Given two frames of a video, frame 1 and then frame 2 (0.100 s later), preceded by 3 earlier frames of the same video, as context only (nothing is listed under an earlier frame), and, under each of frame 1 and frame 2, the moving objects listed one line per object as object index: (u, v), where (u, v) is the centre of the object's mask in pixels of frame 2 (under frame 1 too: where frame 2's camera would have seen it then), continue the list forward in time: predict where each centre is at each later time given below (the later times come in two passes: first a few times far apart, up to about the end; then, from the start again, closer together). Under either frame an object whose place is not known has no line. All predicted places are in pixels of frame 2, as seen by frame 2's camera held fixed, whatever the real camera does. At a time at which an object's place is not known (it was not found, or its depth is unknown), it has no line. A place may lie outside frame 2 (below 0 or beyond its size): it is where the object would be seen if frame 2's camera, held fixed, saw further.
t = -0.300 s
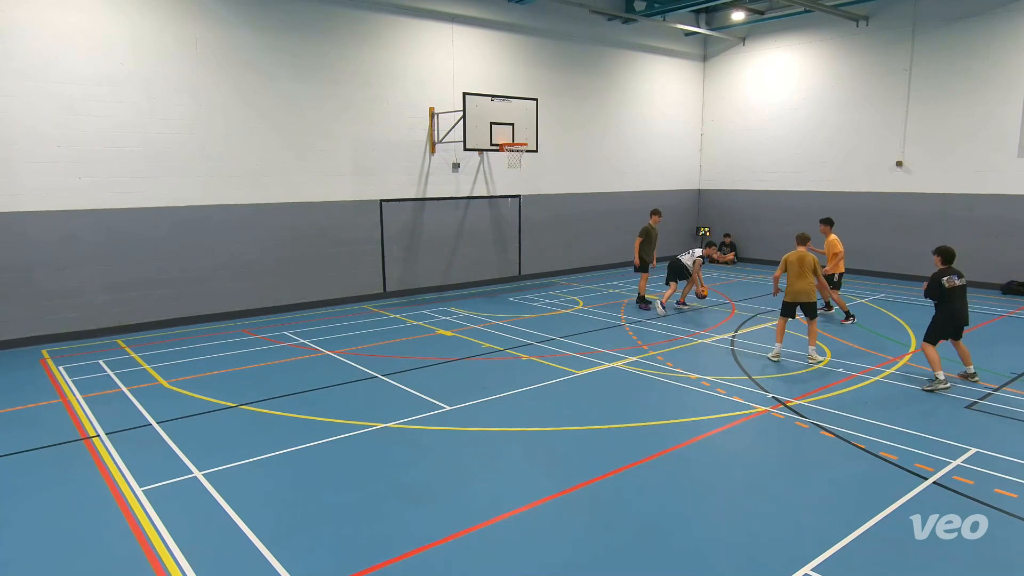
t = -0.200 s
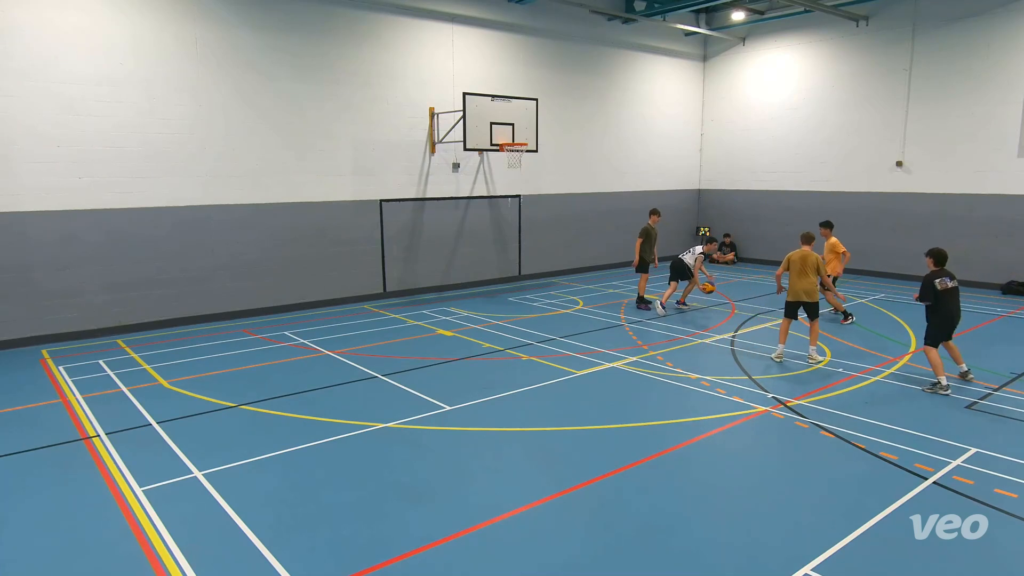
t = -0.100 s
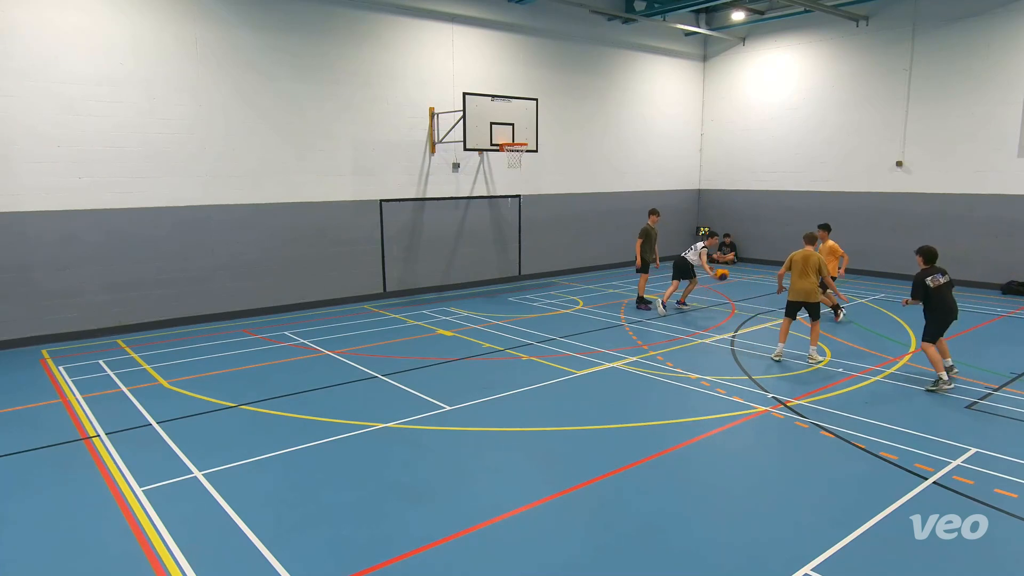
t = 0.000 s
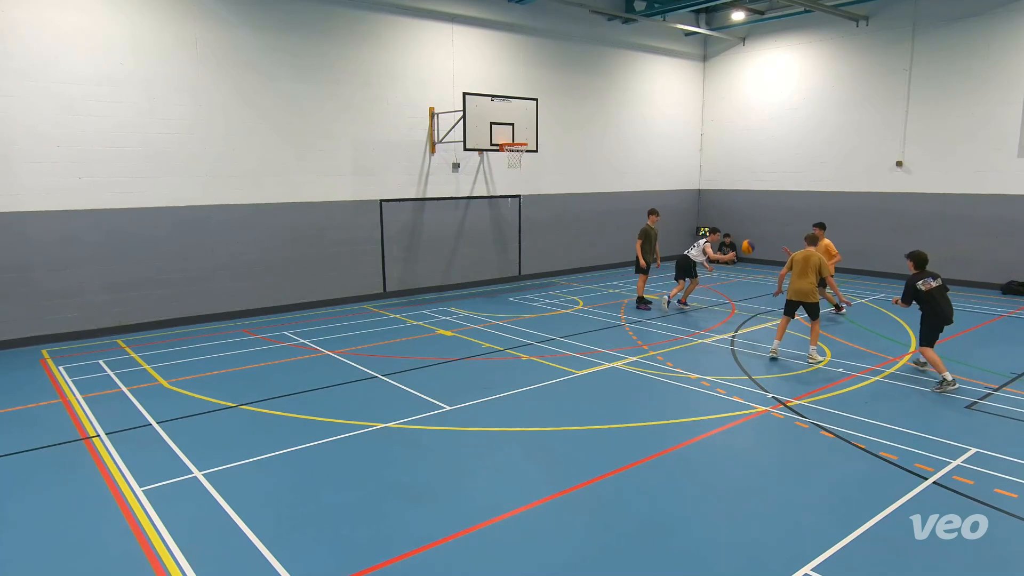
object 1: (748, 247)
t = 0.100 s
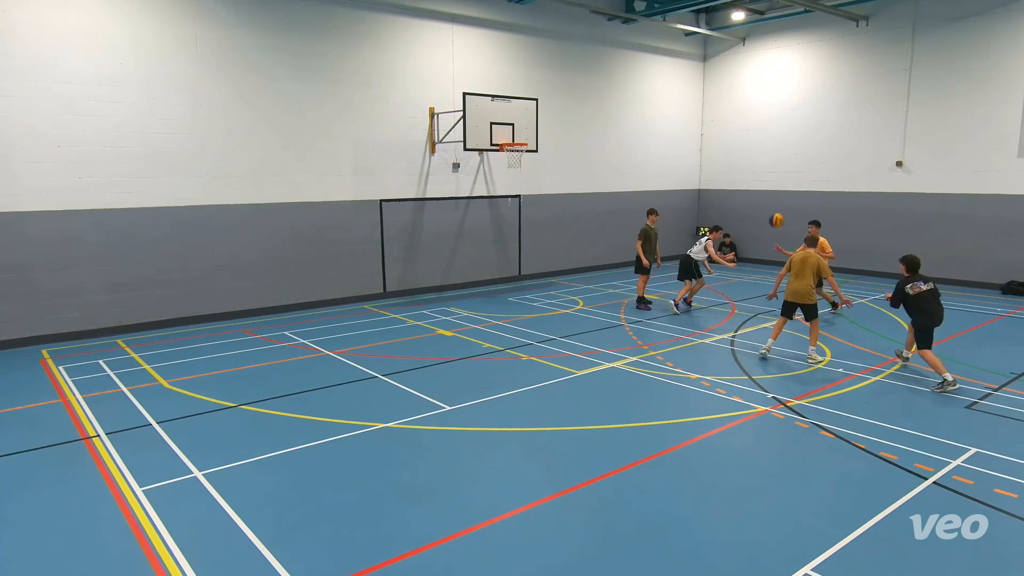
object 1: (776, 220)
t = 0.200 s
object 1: (806, 199)
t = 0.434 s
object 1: (877, 170)
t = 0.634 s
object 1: (940, 172)
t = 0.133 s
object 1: (786, 212)
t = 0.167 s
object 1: (796, 205)
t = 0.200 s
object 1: (806, 199)
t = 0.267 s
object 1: (826, 187)
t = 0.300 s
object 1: (836, 182)
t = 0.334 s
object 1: (846, 178)
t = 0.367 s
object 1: (856, 175)
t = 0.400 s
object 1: (867, 172)
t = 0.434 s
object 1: (877, 170)
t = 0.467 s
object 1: (888, 168)
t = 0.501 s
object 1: (898, 167)
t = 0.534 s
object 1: (908, 167)
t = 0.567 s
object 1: (919, 168)
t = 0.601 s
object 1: (930, 170)
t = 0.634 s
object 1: (940, 172)
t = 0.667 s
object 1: (951, 175)
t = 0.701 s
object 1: (962, 179)
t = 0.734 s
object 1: (972, 183)
